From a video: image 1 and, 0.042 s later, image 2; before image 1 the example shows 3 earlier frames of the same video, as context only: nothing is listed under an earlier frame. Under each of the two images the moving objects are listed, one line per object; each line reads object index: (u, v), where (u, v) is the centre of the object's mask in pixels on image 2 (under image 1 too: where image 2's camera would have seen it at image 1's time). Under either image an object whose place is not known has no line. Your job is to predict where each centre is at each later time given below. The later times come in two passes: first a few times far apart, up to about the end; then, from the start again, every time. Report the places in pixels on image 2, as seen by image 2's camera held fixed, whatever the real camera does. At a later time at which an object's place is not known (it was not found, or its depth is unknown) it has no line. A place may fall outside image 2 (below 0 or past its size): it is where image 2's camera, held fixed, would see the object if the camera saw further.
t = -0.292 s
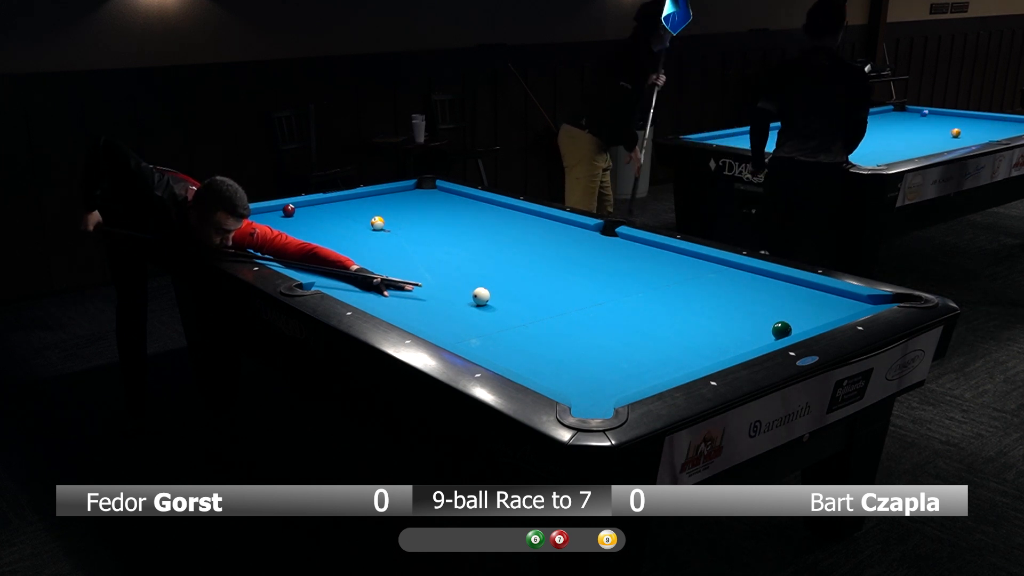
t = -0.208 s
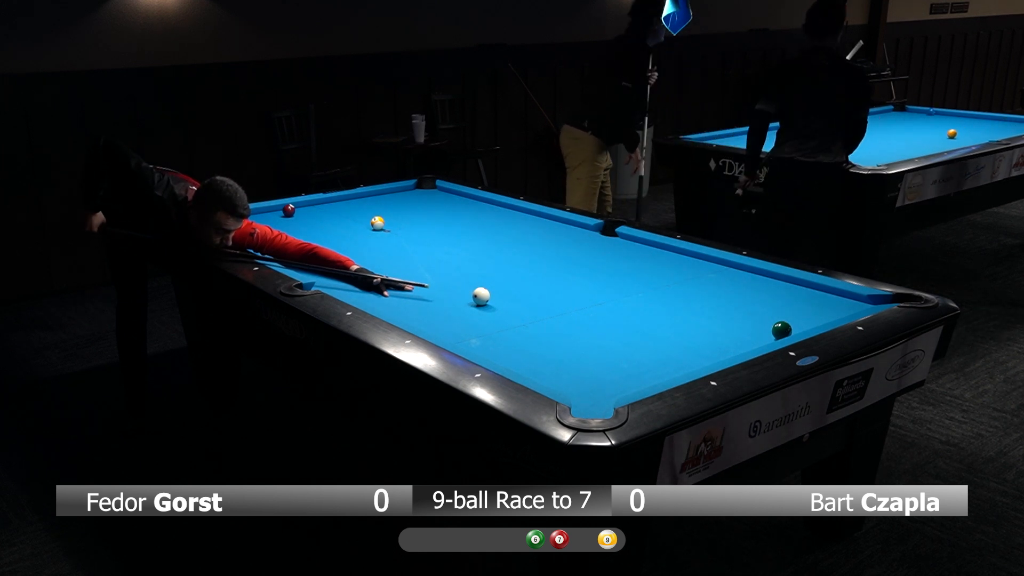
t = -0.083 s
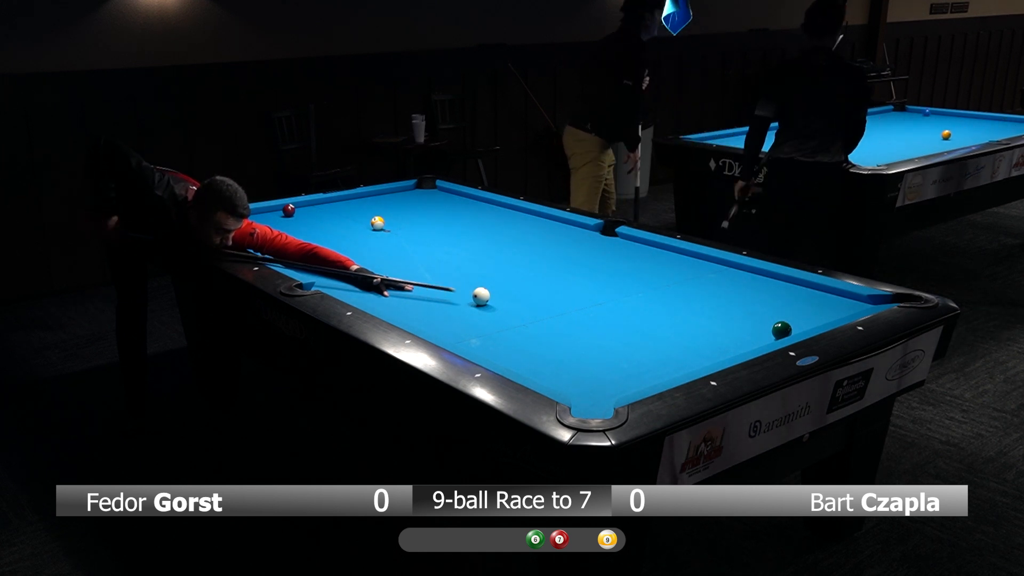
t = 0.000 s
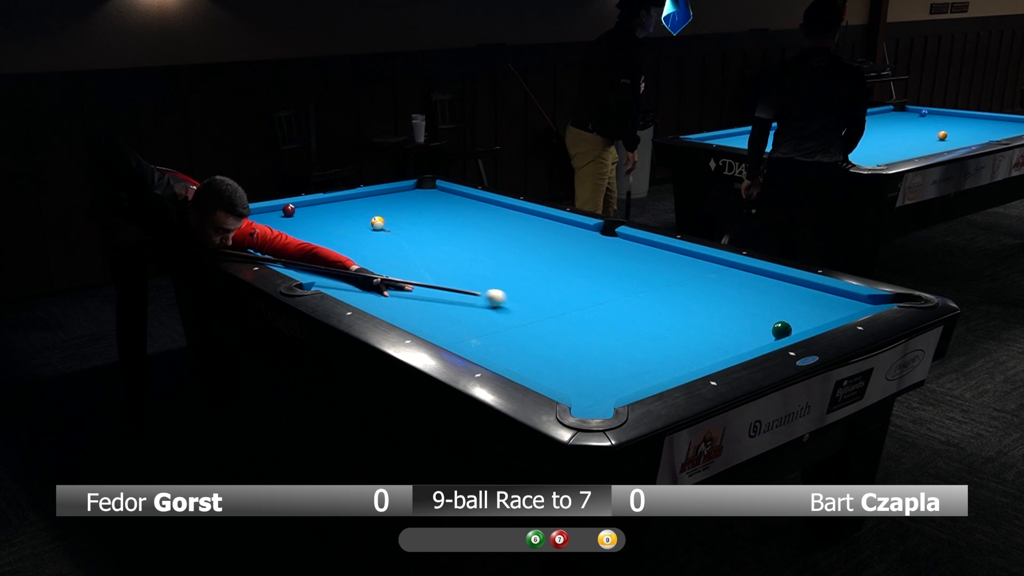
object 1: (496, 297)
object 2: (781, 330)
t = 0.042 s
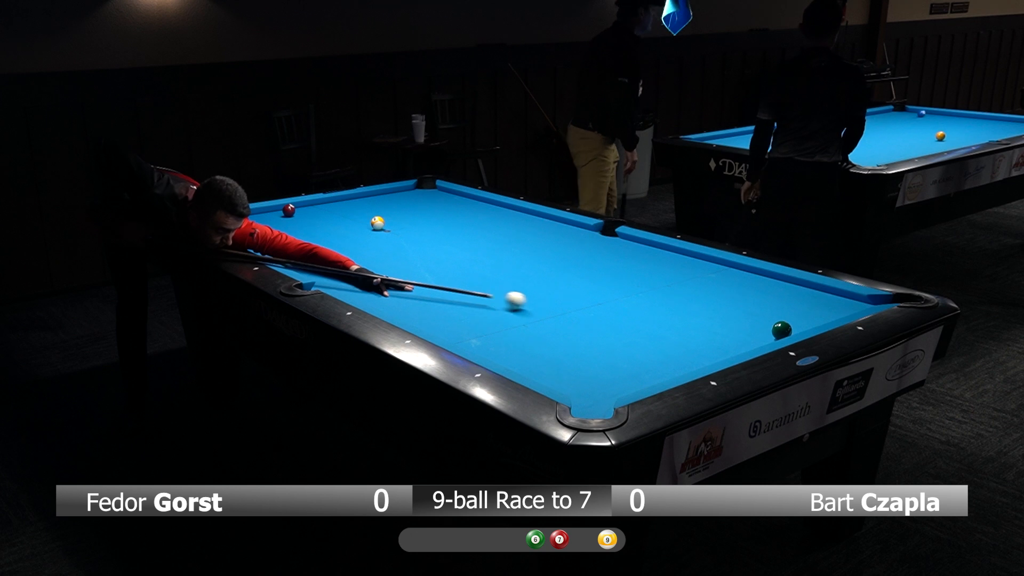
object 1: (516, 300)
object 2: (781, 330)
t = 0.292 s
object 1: (626, 315)
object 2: (781, 330)
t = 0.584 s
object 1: (764, 333)
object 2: (782, 330)
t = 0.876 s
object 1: (726, 321)
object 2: (811, 321)
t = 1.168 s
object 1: (679, 304)
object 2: (836, 313)
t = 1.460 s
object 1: (638, 290)
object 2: (858, 306)
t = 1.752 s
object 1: (602, 277)
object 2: (874, 300)
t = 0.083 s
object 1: (534, 303)
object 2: (781, 330)
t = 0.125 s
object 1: (553, 305)
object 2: (781, 330)
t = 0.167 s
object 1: (571, 308)
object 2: (781, 330)
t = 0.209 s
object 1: (589, 310)
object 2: (781, 330)
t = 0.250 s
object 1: (608, 313)
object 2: (781, 330)
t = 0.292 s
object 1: (626, 315)
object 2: (781, 330)
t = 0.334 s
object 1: (645, 318)
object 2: (781, 330)
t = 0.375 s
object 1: (665, 320)
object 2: (781, 330)
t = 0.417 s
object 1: (684, 323)
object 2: (781, 330)
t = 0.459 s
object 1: (704, 326)
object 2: (781, 330)
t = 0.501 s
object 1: (724, 328)
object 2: (781, 330)
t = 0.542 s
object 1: (744, 331)
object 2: (781, 330)
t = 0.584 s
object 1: (764, 333)
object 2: (782, 330)
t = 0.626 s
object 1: (777, 334)
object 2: (788, 326)
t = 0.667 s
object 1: (766, 334)
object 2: (791, 327)
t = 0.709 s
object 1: (756, 331)
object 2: (795, 326)
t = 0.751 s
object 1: (748, 328)
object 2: (799, 324)
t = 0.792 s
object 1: (740, 326)
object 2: (803, 323)
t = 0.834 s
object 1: (733, 323)
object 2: (807, 322)
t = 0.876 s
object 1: (726, 321)
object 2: (811, 321)
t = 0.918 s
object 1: (719, 318)
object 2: (815, 320)
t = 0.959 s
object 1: (712, 315)
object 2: (818, 319)
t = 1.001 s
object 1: (705, 313)
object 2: (822, 317)
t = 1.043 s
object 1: (698, 311)
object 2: (826, 316)
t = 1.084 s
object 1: (692, 309)
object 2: (829, 315)
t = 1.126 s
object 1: (685, 306)
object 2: (833, 314)
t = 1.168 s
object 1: (679, 304)
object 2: (836, 313)
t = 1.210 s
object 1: (673, 302)
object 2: (840, 312)
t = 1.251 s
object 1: (667, 300)
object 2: (843, 311)
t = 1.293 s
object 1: (661, 298)
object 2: (847, 310)
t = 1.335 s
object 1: (655, 296)
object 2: (850, 309)
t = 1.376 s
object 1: (649, 294)
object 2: (853, 308)
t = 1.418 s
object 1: (644, 292)
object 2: (856, 307)
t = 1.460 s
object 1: (638, 290)
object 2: (858, 306)
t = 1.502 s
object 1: (632, 288)
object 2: (861, 305)
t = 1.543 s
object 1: (627, 286)
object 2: (863, 304)
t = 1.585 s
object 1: (622, 284)
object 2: (865, 303)
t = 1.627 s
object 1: (617, 282)
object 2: (868, 302)
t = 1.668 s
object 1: (612, 280)
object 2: (870, 301)
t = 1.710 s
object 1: (607, 279)
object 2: (872, 301)
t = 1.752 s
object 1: (602, 277)
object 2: (874, 300)
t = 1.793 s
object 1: (597, 275)
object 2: (876, 299)
